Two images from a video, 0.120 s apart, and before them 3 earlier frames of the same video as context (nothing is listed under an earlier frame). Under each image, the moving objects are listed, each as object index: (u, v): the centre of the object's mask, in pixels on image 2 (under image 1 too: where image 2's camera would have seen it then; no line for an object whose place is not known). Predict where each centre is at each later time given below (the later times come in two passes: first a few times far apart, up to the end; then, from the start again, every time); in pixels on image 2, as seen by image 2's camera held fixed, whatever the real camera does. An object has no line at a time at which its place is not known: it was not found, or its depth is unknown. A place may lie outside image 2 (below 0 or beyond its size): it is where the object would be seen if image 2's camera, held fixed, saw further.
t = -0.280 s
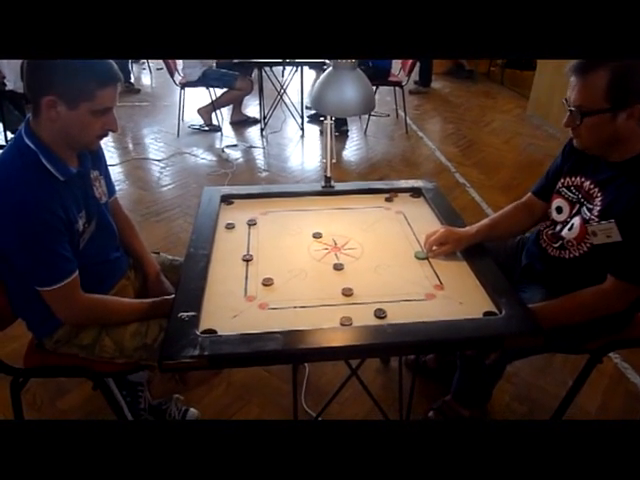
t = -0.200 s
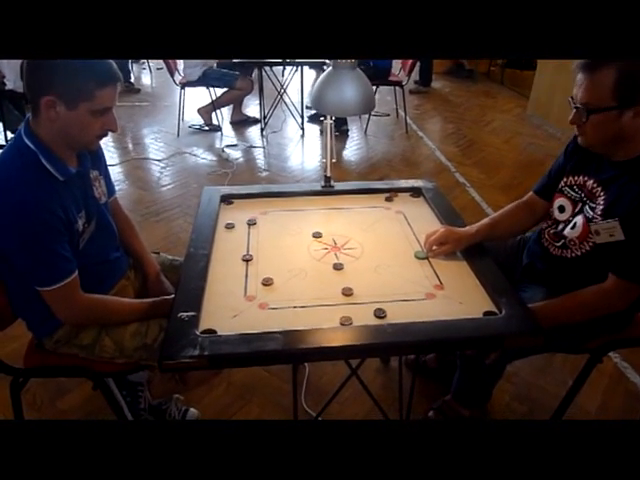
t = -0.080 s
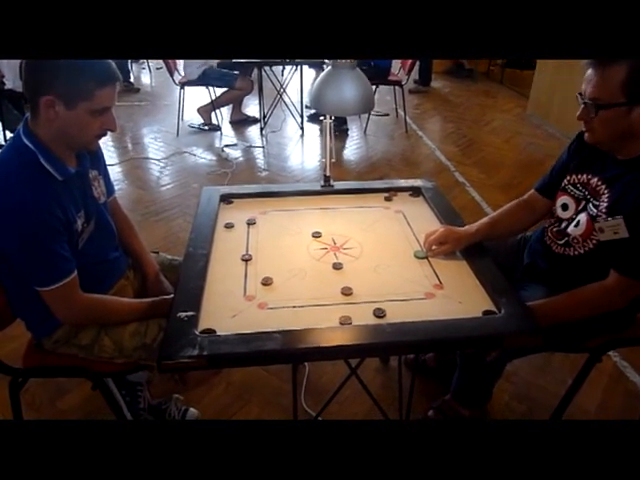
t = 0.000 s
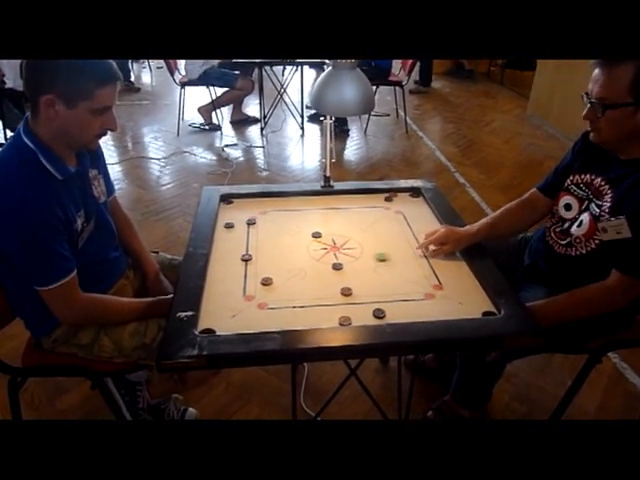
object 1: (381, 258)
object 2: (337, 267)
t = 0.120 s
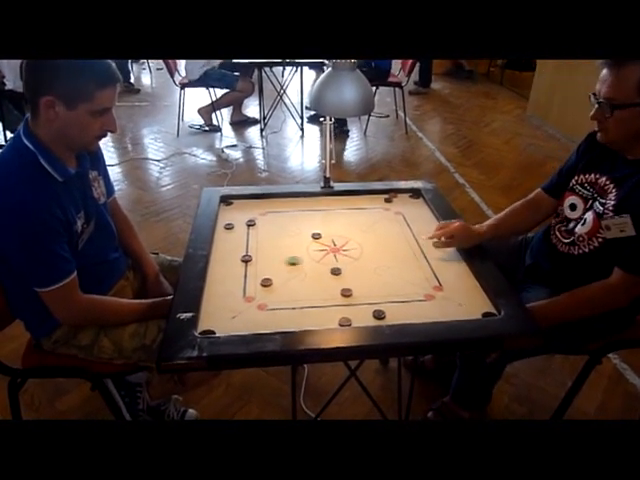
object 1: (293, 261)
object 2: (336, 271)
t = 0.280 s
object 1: (216, 267)
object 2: (332, 277)
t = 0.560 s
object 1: (293, 271)
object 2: (331, 278)
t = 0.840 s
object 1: (342, 271)
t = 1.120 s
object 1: (360, 269)
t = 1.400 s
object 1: (361, 269)
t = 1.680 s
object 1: (361, 269)
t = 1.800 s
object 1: (361, 269)
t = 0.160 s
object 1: (264, 261)
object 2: (335, 273)
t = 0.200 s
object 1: (245, 262)
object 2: (334, 275)
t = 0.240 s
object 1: (229, 265)
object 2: (333, 276)
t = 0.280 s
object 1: (216, 267)
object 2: (332, 277)
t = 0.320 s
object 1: (229, 268)
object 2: (332, 278)
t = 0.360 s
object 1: (240, 268)
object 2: (331, 278)
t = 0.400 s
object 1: (252, 268)
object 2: (331, 278)
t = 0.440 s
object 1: (262, 269)
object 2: (331, 278)
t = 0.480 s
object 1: (273, 270)
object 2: (332, 278)
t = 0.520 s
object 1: (283, 270)
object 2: (331, 278)
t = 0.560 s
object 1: (293, 271)
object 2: (331, 278)
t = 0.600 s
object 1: (302, 271)
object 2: (332, 278)
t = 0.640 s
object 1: (310, 272)
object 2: (332, 278)
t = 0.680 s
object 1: (319, 272)
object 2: (331, 279)
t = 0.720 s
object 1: (326, 272)
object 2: (333, 279)
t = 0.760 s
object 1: (332, 271)
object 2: (338, 282)
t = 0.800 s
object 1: (337, 271)
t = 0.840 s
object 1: (342, 271)
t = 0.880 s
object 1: (346, 270)
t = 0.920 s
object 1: (350, 270)
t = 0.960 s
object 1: (353, 270)
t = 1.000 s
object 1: (355, 270)
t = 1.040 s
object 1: (357, 269)
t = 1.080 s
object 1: (359, 269)
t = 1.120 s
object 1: (360, 269)
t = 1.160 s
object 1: (361, 269)
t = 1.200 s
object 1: (361, 269)
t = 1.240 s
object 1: (361, 269)
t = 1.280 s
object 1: (361, 269)
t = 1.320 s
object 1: (361, 269)
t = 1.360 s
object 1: (361, 269)
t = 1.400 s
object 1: (361, 269)
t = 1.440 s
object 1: (361, 269)
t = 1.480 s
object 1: (361, 269)
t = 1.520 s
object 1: (361, 269)
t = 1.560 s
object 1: (361, 269)
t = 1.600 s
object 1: (361, 269)
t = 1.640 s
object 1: (361, 269)
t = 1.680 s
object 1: (361, 269)
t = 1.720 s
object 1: (361, 269)
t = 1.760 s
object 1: (361, 269)
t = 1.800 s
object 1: (361, 269)
